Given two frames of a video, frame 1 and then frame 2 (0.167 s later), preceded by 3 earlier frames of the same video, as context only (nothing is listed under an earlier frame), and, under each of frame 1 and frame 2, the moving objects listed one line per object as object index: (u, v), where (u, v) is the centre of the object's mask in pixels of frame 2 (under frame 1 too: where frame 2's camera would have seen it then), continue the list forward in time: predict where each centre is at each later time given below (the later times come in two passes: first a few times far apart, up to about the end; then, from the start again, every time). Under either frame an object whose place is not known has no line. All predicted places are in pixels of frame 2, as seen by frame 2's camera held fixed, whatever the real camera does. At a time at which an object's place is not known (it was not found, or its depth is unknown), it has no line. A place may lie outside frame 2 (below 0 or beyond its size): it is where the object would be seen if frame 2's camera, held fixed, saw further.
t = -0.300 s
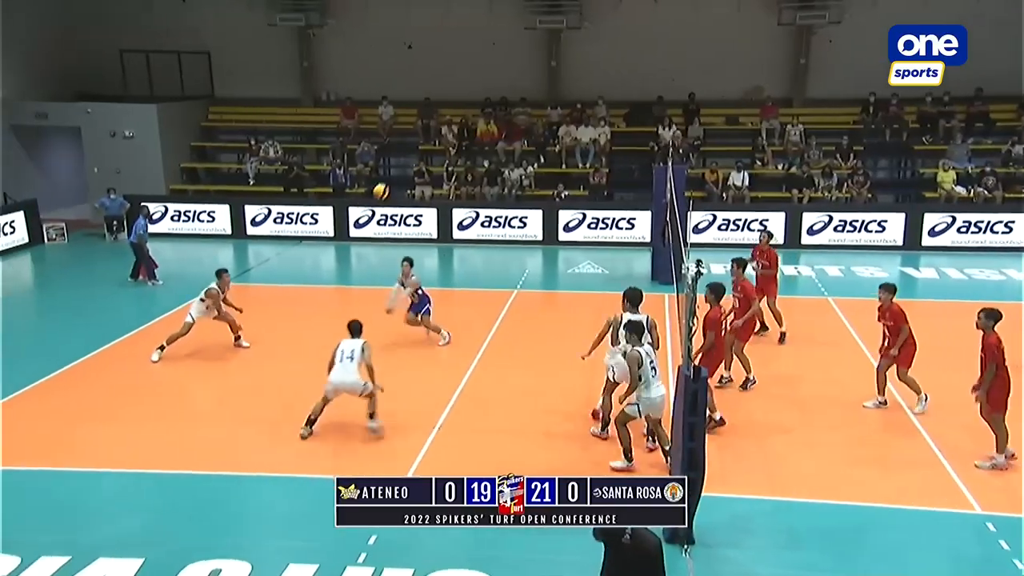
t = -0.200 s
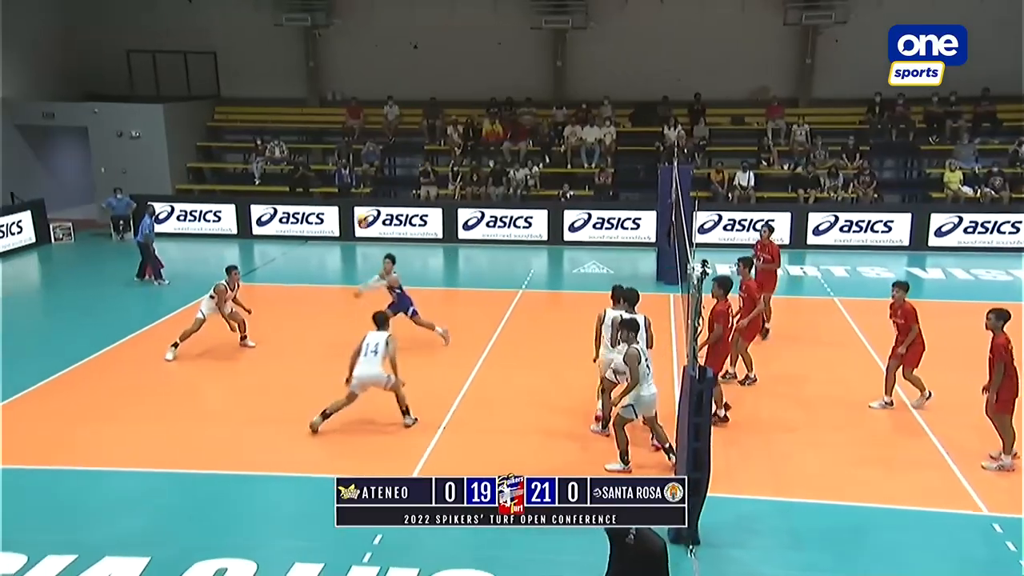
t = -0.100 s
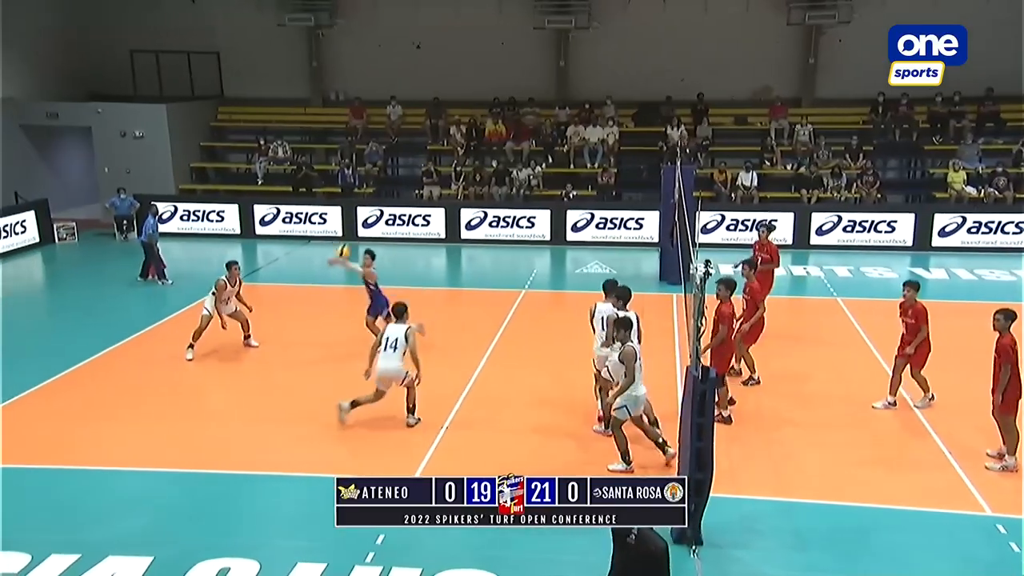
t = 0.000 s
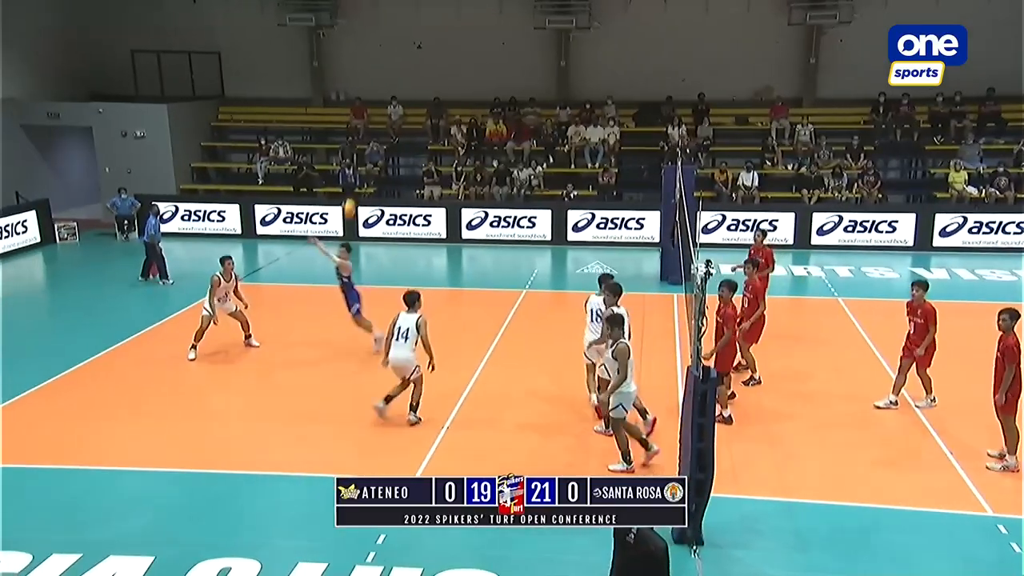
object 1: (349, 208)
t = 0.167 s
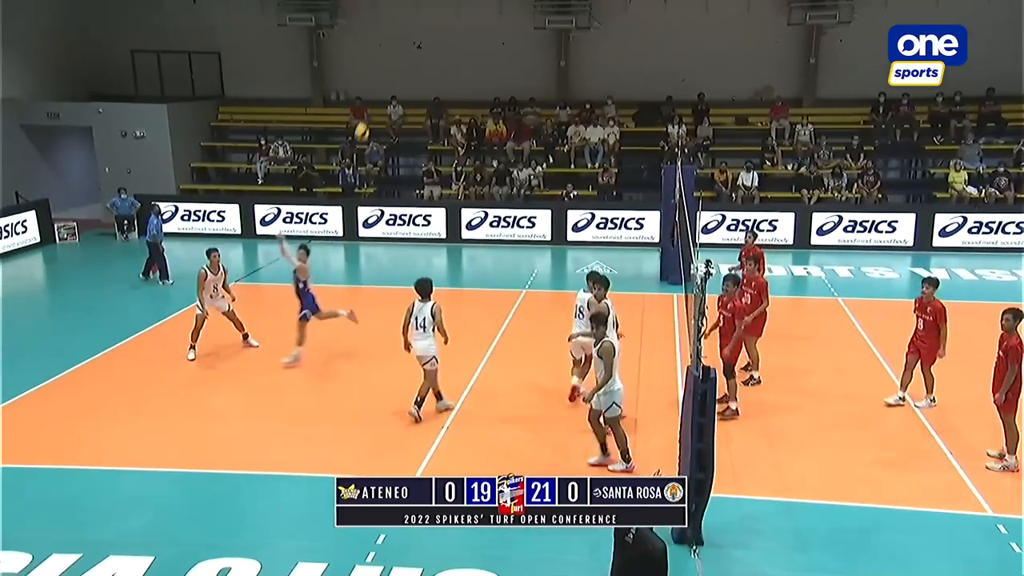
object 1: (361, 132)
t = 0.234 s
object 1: (368, 106)
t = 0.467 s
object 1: (392, 36)
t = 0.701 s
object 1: (421, 6)
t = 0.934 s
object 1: (451, 13)
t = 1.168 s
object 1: (481, 62)
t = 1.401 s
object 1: (510, 150)
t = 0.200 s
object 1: (365, 119)
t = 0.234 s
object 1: (368, 106)
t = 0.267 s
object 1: (371, 93)
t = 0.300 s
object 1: (375, 82)
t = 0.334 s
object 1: (378, 72)
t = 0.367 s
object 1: (382, 62)
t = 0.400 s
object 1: (385, 53)
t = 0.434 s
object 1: (389, 44)
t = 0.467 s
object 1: (392, 36)
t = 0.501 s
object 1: (397, 29)
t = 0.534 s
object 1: (401, 23)
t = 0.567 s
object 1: (405, 18)
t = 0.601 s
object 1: (409, 13)
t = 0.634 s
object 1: (413, 9)
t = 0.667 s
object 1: (417, 7)
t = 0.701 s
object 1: (421, 6)
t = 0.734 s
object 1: (425, 6)
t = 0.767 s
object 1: (430, 6)
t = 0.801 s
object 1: (433, 6)
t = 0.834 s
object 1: (438, 6)
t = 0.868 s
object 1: (442, 7)
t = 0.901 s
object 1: (446, 9)
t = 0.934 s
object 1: (451, 13)
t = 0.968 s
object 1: (456, 18)
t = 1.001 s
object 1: (459, 23)
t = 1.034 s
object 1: (464, 29)
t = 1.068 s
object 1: (468, 36)
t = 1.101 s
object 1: (472, 45)
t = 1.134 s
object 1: (477, 53)
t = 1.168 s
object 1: (481, 62)
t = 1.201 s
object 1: (485, 72)
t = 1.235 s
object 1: (489, 84)
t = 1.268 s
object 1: (494, 95)
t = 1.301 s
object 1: (498, 108)
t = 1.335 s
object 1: (502, 121)
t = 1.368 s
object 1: (506, 135)
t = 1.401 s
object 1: (510, 150)
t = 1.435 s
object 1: (513, 164)
